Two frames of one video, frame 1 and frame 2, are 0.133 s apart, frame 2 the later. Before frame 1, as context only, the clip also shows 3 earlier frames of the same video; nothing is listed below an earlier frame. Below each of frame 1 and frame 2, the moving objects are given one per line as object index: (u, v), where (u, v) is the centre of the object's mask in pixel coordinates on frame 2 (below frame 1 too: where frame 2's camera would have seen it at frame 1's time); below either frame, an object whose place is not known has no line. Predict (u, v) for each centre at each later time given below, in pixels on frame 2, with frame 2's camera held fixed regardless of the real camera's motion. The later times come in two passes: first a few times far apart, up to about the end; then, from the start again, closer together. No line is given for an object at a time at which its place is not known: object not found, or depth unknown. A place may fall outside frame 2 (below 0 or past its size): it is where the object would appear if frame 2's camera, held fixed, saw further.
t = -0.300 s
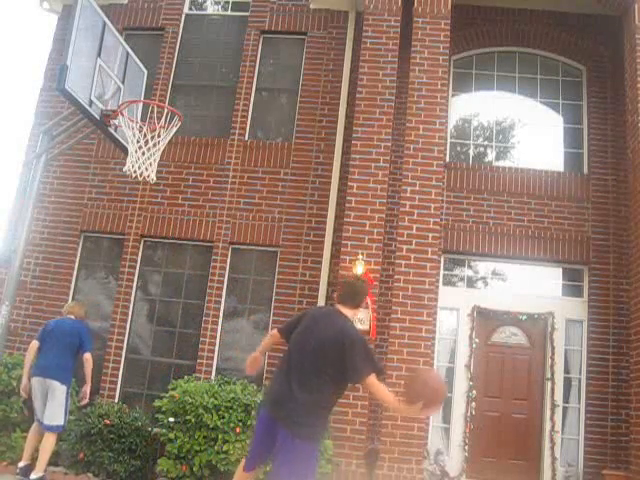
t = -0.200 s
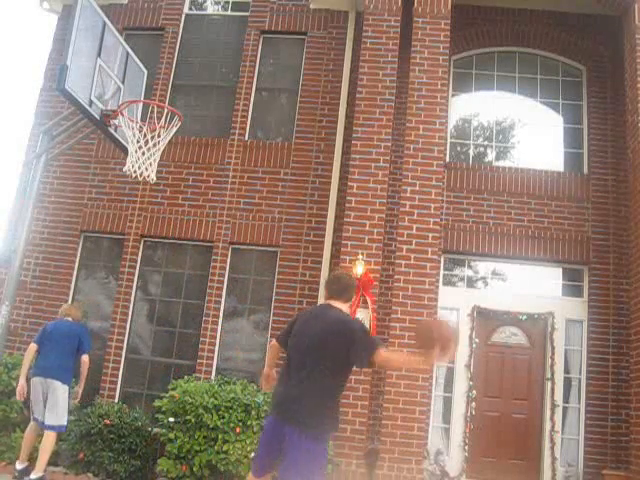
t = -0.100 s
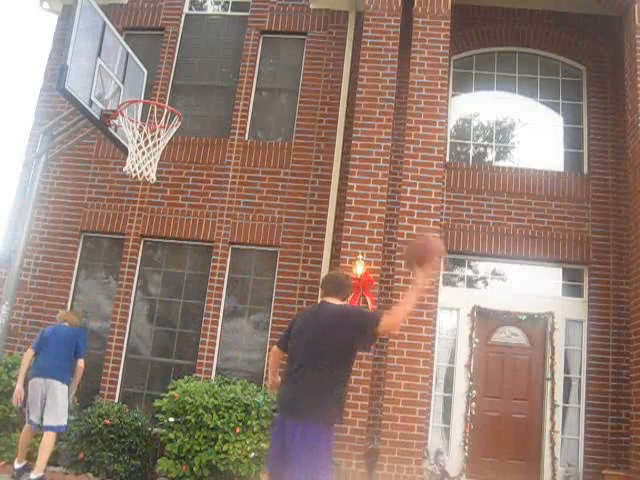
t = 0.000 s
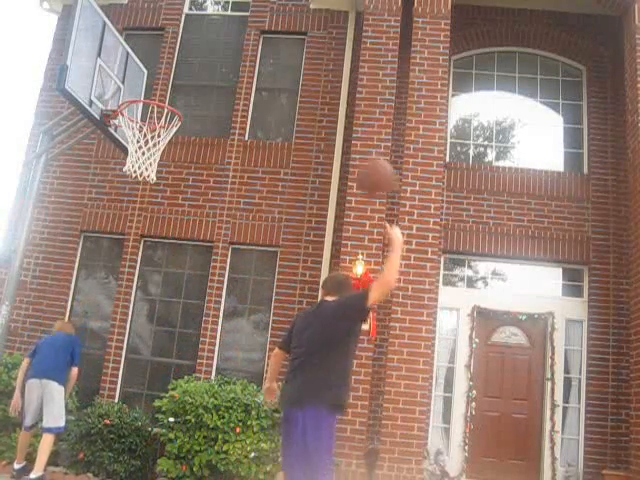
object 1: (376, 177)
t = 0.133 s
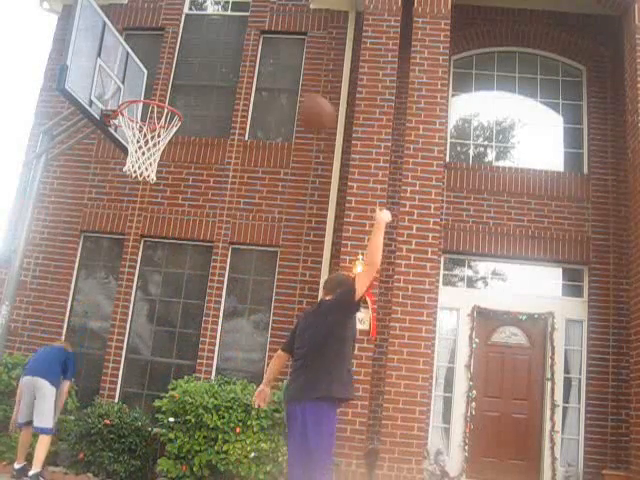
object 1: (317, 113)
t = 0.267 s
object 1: (262, 82)
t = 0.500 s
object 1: (173, 83)
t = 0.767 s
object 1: (172, 81)
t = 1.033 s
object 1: (222, 106)
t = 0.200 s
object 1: (287, 94)
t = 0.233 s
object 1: (273, 87)
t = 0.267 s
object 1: (262, 82)
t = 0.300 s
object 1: (249, 78)
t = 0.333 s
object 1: (233, 75)
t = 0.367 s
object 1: (222, 75)
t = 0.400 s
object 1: (210, 76)
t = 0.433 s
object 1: (197, 76)
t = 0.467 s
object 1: (186, 79)
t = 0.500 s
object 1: (173, 83)
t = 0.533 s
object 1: (160, 88)
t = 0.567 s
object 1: (147, 91)
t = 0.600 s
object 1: (135, 96)
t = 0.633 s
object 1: (139, 93)
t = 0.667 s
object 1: (147, 90)
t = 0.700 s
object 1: (156, 87)
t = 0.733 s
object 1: (164, 84)
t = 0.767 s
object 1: (172, 81)
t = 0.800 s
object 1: (179, 80)
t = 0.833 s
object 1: (186, 80)
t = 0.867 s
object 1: (192, 81)
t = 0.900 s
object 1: (199, 83)
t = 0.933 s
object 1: (204, 87)
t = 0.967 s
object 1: (210, 92)
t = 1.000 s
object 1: (217, 98)
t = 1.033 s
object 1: (222, 106)
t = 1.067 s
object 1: (227, 114)
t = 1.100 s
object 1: (234, 124)
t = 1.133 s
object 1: (239, 138)
